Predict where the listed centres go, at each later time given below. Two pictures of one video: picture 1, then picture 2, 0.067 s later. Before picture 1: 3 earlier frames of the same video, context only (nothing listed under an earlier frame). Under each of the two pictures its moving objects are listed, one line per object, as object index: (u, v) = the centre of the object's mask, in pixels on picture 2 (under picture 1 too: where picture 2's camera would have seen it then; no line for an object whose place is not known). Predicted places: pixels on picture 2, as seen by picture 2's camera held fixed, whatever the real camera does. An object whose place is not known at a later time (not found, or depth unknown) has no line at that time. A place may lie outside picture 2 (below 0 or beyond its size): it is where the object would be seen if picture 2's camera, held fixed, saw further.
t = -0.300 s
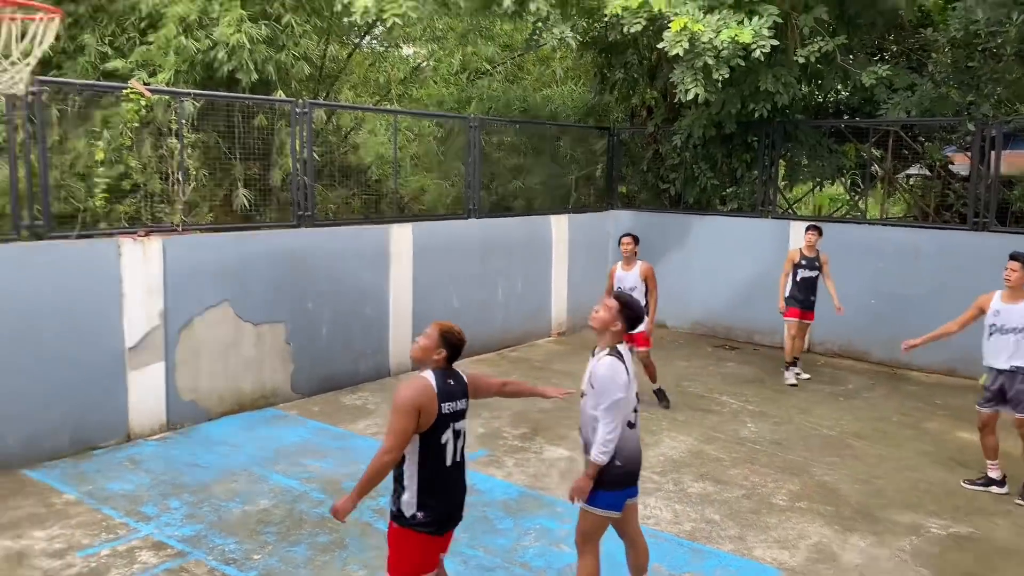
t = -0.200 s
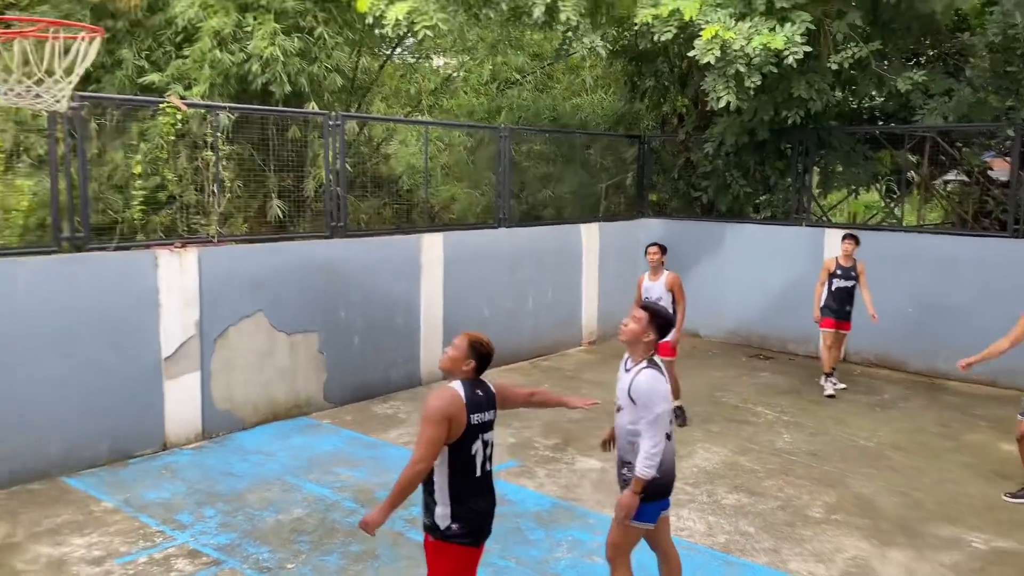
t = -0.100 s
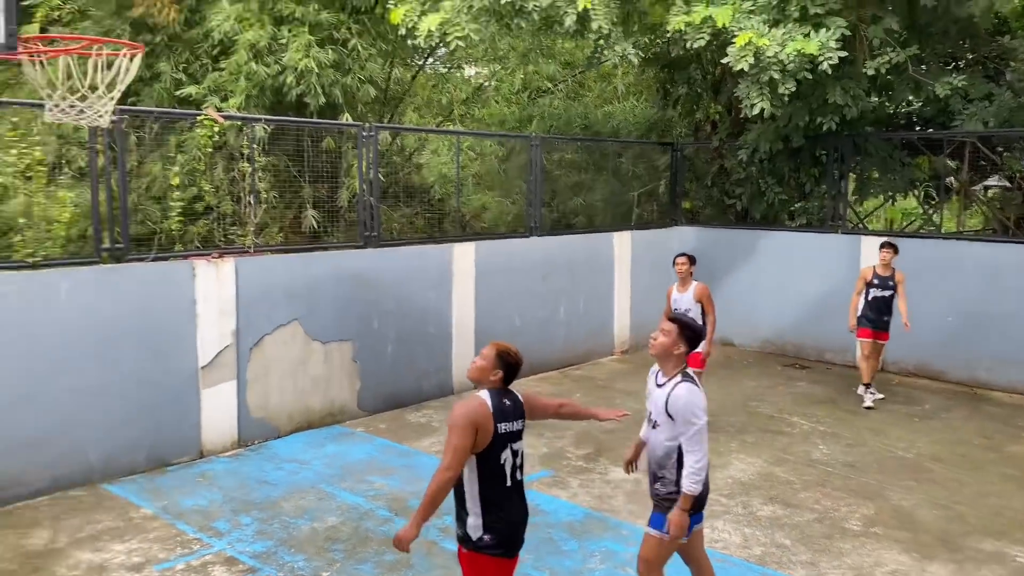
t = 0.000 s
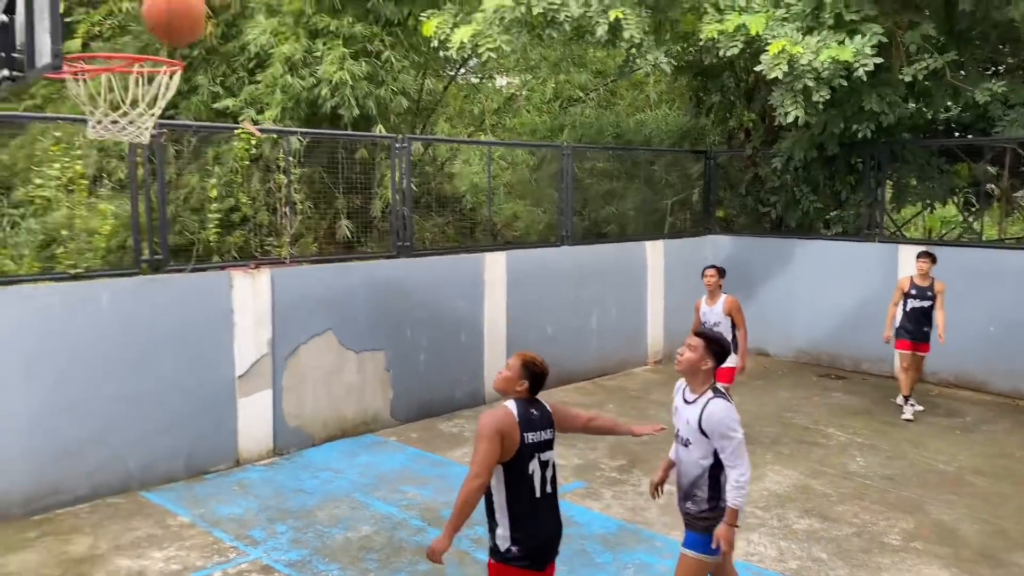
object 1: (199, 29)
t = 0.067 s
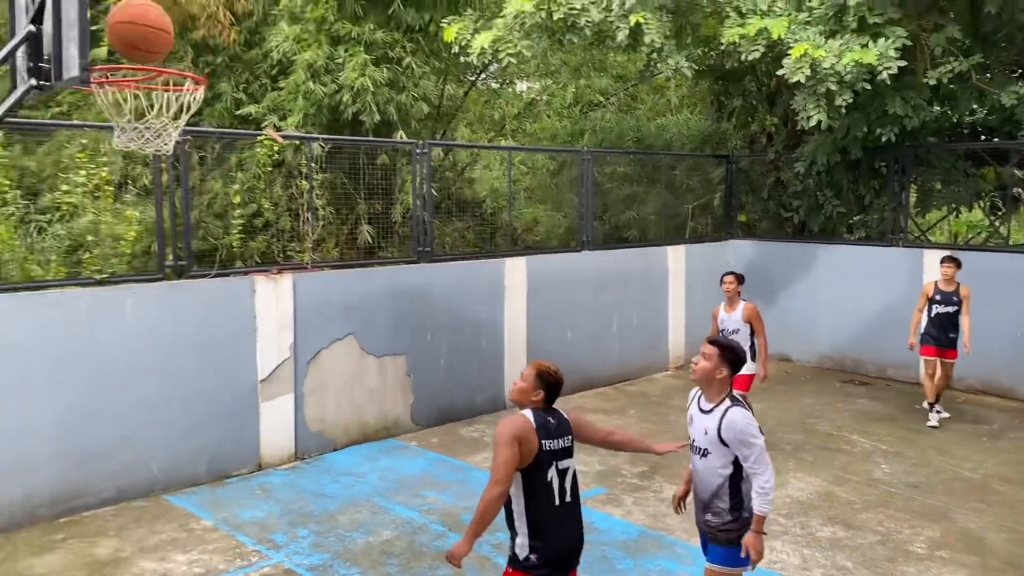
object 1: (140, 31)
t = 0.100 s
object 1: (121, 22)
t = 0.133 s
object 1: (129, 14)
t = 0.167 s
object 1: (150, 8)
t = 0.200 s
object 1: (170, 3)
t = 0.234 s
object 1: (191, 0)
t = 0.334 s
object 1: (262, 8)
